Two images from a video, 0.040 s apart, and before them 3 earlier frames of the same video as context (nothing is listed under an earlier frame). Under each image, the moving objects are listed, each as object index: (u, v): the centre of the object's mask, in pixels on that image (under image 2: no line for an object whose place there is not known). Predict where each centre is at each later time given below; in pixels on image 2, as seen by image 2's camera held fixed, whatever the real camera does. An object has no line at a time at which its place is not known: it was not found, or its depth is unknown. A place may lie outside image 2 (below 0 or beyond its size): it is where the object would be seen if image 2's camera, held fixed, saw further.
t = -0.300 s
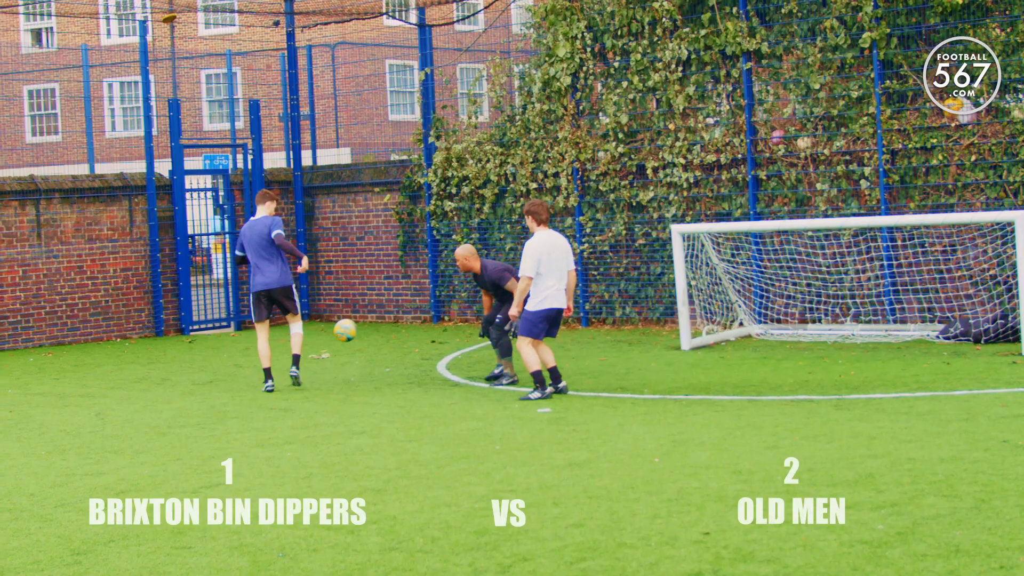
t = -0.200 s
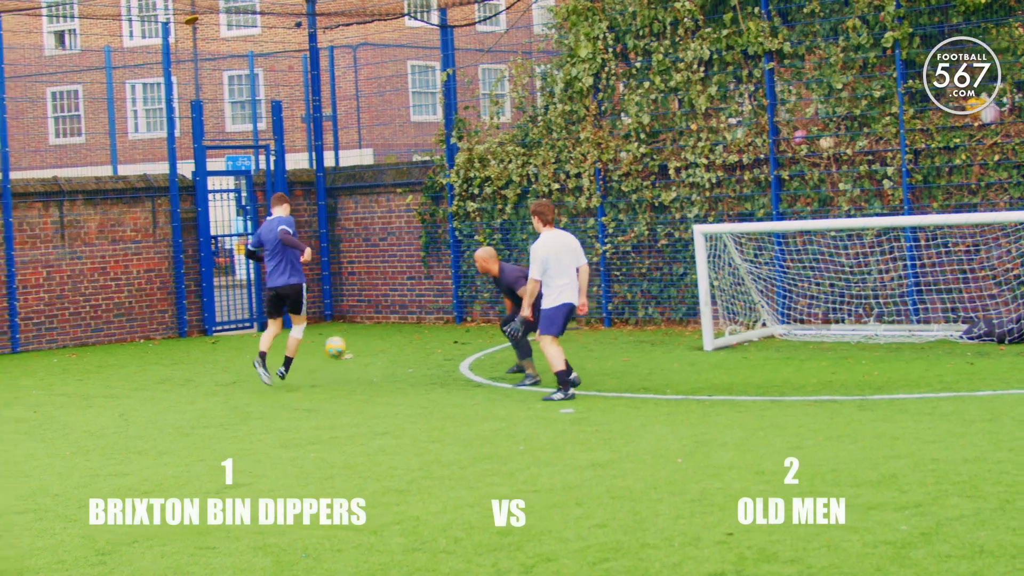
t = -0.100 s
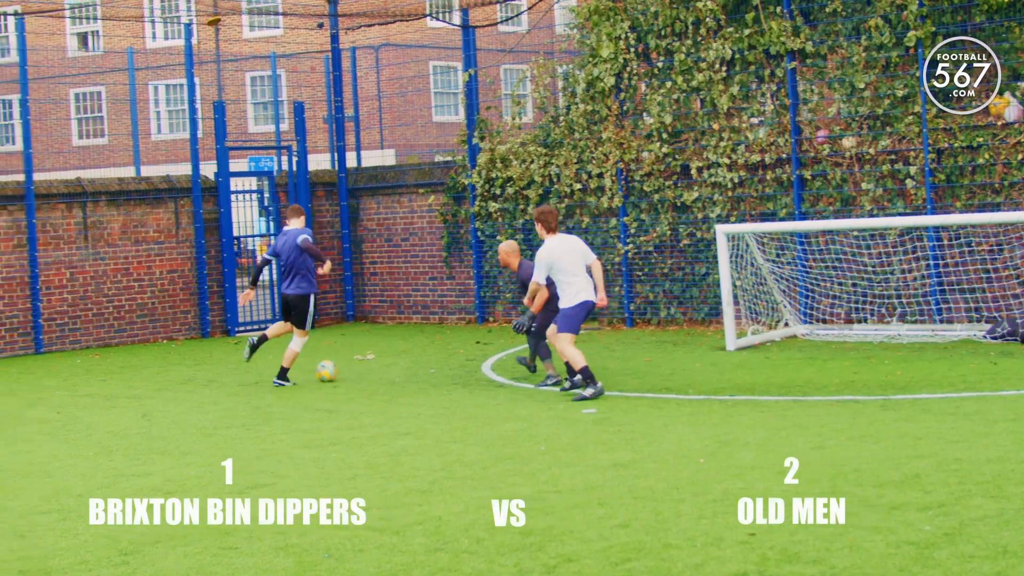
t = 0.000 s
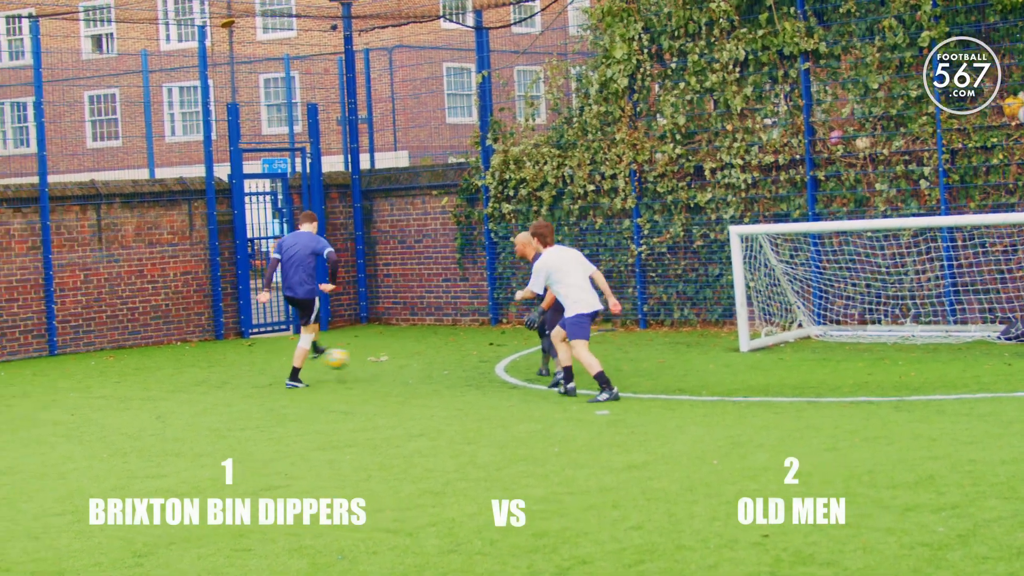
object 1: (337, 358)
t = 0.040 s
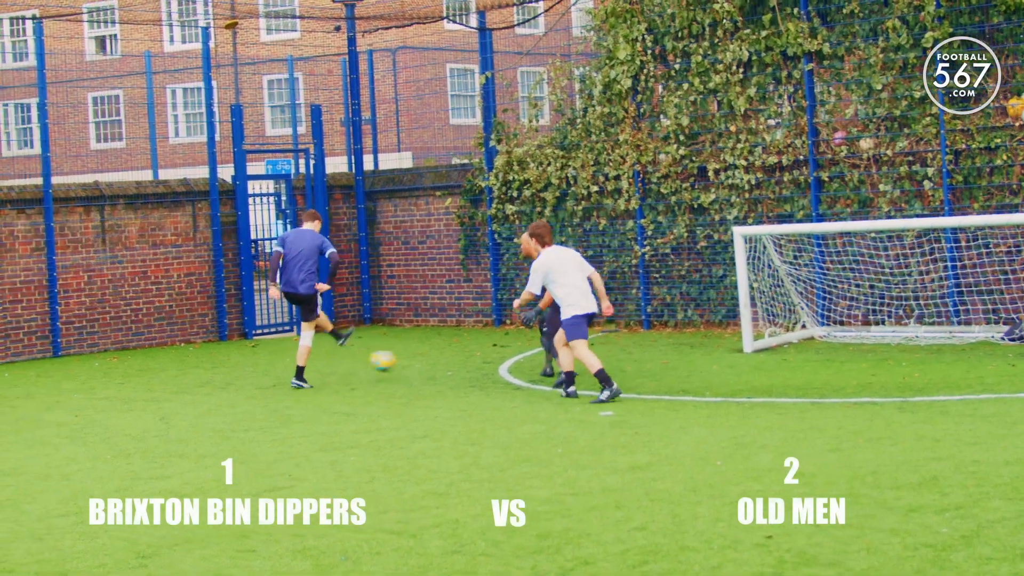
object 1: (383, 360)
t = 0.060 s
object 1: (403, 362)
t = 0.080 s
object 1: (425, 364)
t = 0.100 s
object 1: (446, 366)
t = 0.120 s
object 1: (465, 367)
